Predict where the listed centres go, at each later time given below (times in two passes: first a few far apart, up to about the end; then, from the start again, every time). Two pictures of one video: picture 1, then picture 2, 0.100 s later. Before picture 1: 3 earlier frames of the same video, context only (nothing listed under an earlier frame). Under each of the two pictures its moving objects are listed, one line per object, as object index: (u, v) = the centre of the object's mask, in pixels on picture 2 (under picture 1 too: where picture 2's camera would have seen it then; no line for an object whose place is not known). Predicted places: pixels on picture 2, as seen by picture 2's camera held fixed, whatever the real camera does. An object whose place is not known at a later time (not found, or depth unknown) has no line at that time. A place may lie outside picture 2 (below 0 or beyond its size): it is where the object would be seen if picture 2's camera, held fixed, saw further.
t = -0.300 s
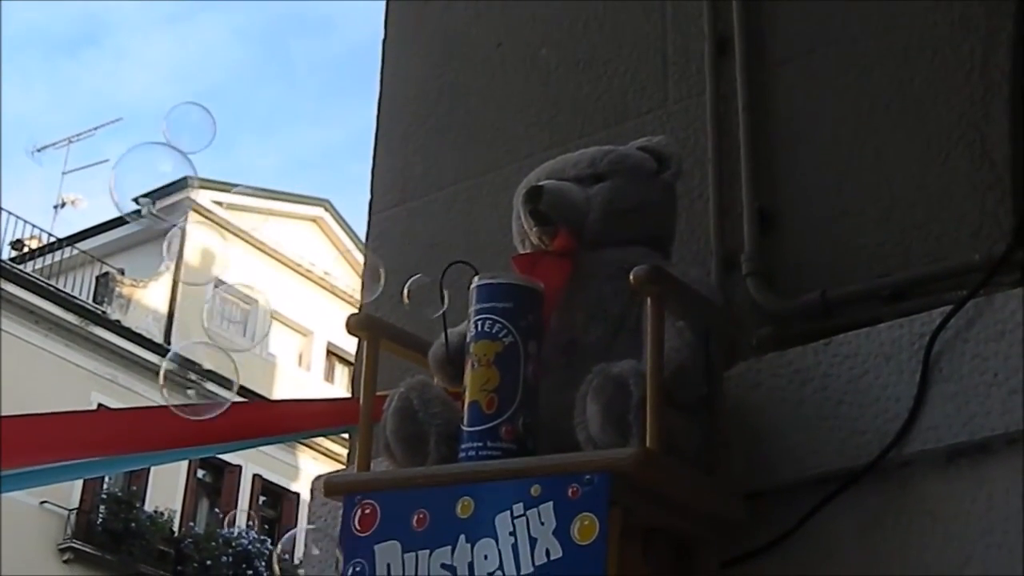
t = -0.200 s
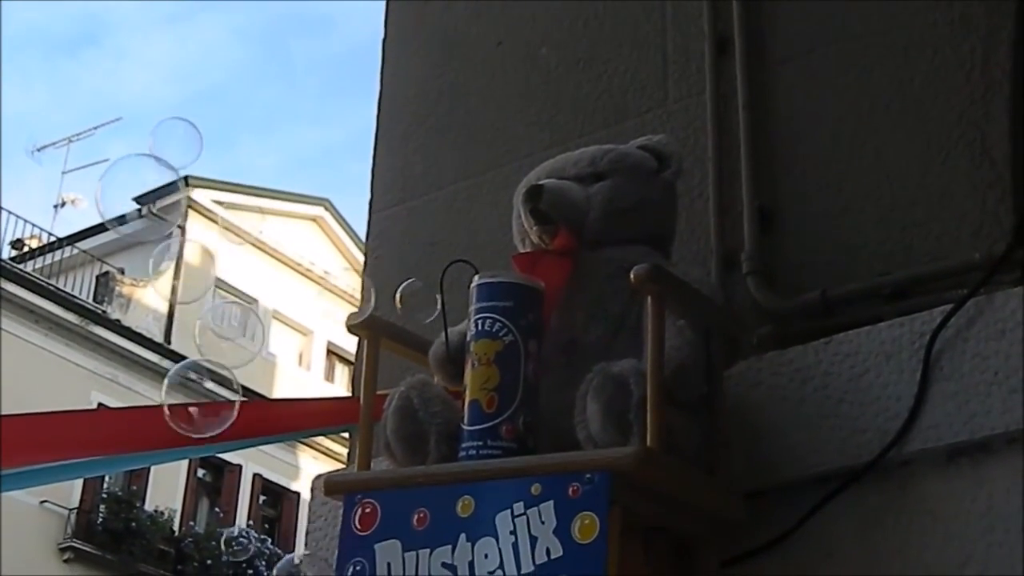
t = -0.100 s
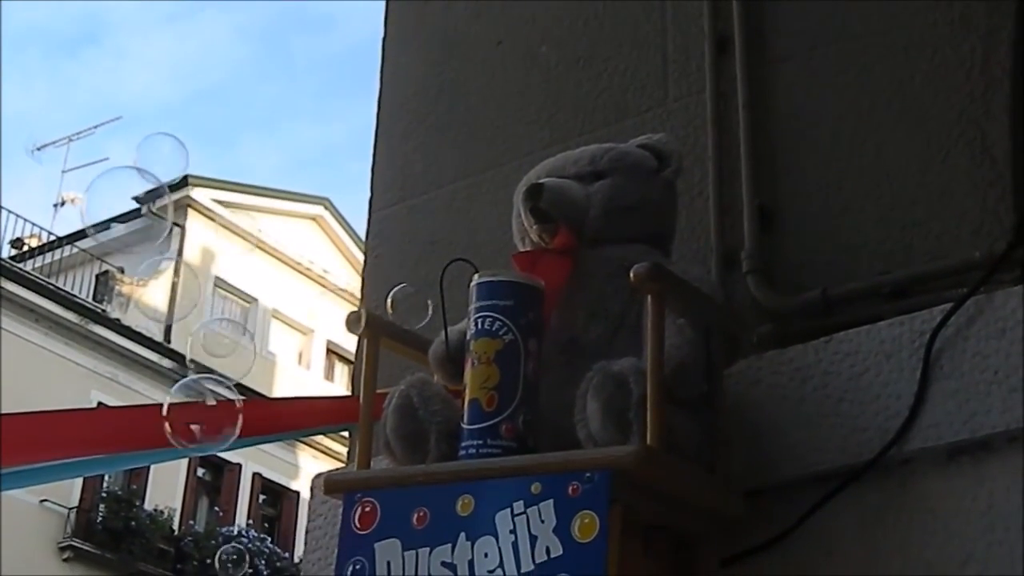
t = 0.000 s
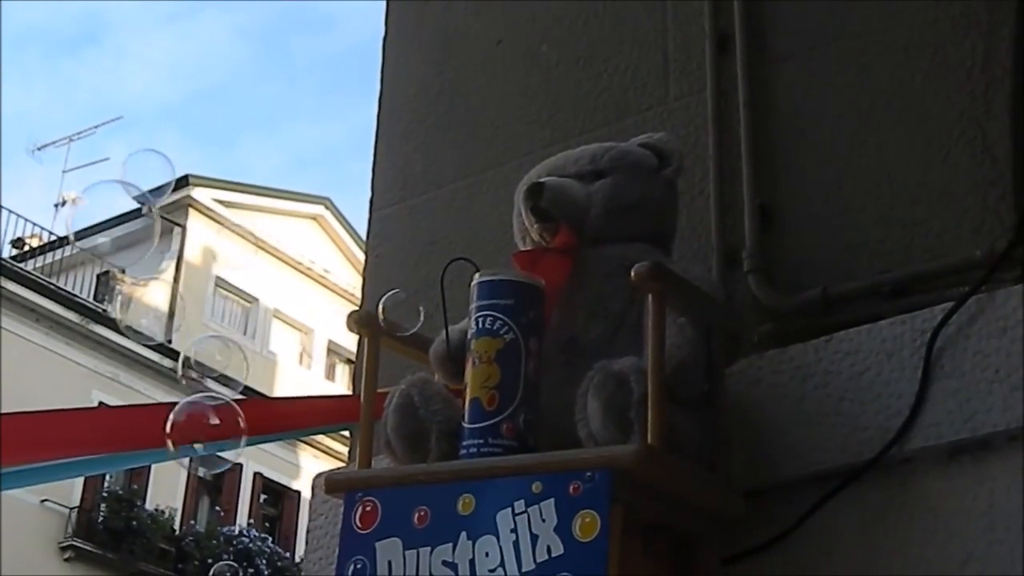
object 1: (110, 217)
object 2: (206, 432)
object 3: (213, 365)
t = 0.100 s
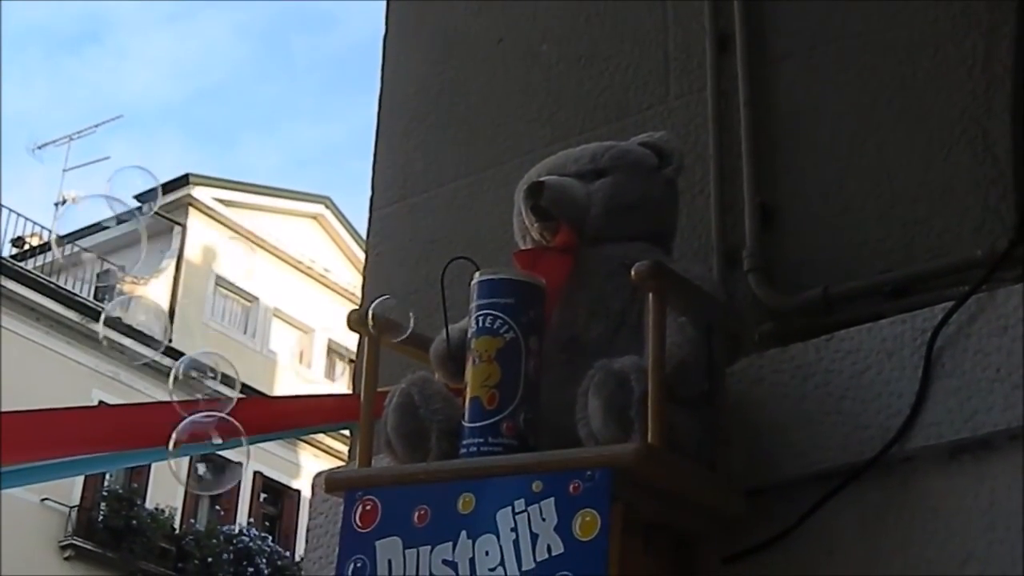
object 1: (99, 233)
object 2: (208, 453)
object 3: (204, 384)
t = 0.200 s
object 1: (80, 254)
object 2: (210, 480)
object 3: (195, 402)
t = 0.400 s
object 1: (50, 296)
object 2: (216, 522)
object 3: (177, 436)
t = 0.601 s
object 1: (30, 341)
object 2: (225, 553)
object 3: (160, 469)
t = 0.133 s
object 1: (94, 237)
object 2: (208, 460)
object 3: (201, 390)
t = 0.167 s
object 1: (88, 243)
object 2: (210, 468)
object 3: (198, 396)
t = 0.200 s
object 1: (80, 254)
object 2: (210, 480)
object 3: (195, 402)
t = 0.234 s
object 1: (74, 260)
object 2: (211, 484)
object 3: (192, 409)
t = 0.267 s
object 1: (74, 267)
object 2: (212, 492)
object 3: (189, 415)
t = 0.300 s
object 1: (67, 277)
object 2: (213, 498)
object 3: (186, 420)
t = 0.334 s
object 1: (62, 283)
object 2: (215, 506)
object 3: (183, 425)
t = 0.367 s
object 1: (56, 288)
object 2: (216, 514)
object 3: (180, 431)
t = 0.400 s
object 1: (50, 296)
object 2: (216, 522)
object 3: (177, 436)
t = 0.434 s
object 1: (45, 303)
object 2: (217, 530)
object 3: (175, 441)
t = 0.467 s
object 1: (42, 311)
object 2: (218, 537)
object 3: (172, 446)
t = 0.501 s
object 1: (38, 318)
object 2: (219, 542)
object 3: (169, 452)
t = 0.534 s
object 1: (36, 325)
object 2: (220, 547)
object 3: (166, 458)
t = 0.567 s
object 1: (33, 333)
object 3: (163, 463)
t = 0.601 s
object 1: (30, 341)
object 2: (225, 553)
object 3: (160, 469)
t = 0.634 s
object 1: (27, 348)
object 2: (223, 558)
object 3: (158, 474)
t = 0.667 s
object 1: (25, 356)
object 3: (155, 480)
